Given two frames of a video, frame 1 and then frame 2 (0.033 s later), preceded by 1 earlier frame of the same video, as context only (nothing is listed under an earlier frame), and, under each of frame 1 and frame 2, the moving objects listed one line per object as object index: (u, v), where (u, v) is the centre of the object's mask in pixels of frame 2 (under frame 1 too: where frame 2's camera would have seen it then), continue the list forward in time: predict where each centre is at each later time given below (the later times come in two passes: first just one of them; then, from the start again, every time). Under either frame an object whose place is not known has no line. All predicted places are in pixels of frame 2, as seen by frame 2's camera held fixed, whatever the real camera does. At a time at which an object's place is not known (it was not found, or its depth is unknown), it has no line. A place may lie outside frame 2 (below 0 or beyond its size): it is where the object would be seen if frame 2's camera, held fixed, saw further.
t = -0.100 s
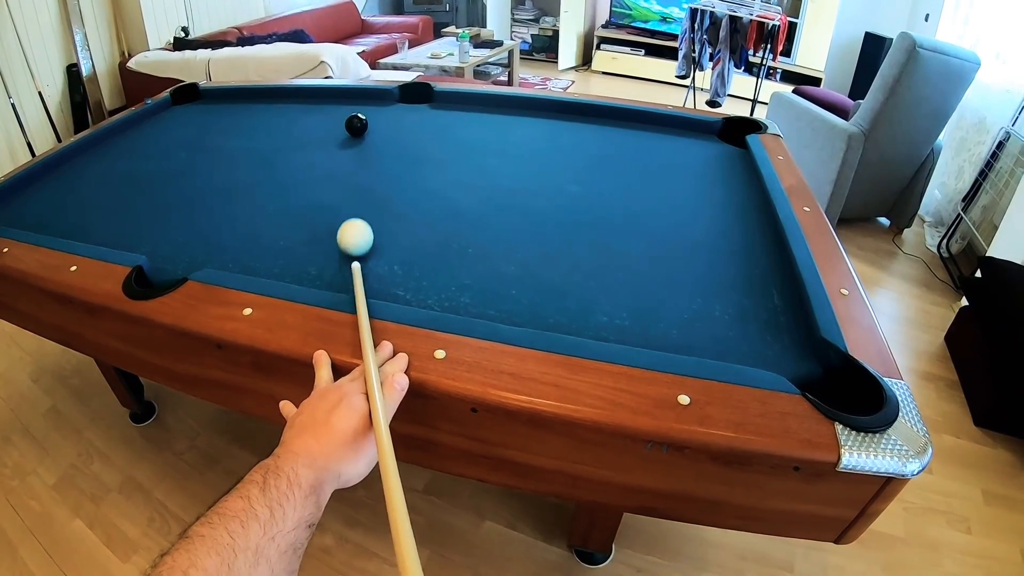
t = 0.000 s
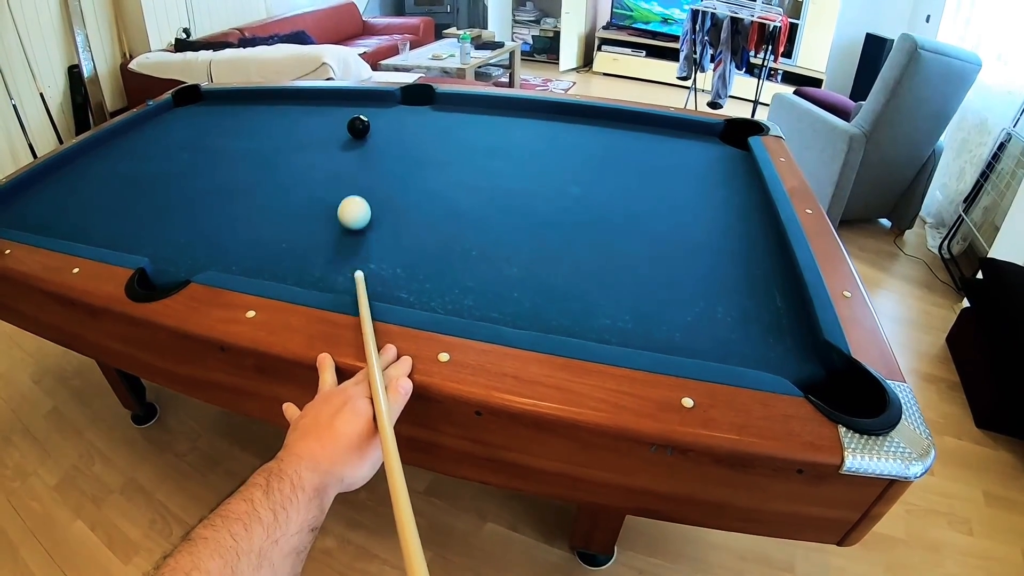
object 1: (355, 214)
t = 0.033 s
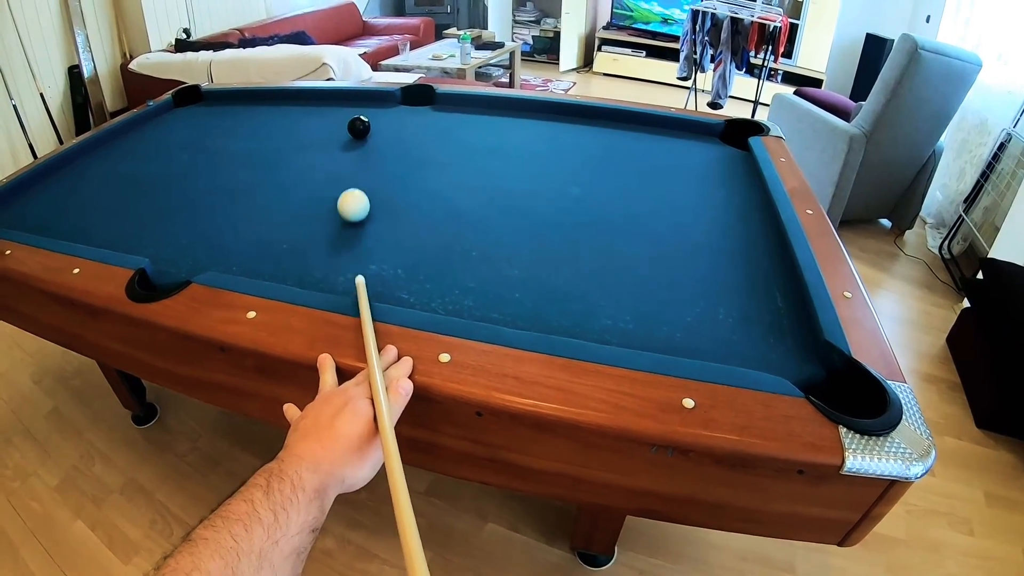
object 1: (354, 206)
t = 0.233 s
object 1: (348, 167)
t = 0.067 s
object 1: (353, 198)
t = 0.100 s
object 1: (352, 191)
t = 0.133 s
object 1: (350, 185)
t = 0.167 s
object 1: (350, 179)
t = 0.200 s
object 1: (349, 173)
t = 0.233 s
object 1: (348, 167)
